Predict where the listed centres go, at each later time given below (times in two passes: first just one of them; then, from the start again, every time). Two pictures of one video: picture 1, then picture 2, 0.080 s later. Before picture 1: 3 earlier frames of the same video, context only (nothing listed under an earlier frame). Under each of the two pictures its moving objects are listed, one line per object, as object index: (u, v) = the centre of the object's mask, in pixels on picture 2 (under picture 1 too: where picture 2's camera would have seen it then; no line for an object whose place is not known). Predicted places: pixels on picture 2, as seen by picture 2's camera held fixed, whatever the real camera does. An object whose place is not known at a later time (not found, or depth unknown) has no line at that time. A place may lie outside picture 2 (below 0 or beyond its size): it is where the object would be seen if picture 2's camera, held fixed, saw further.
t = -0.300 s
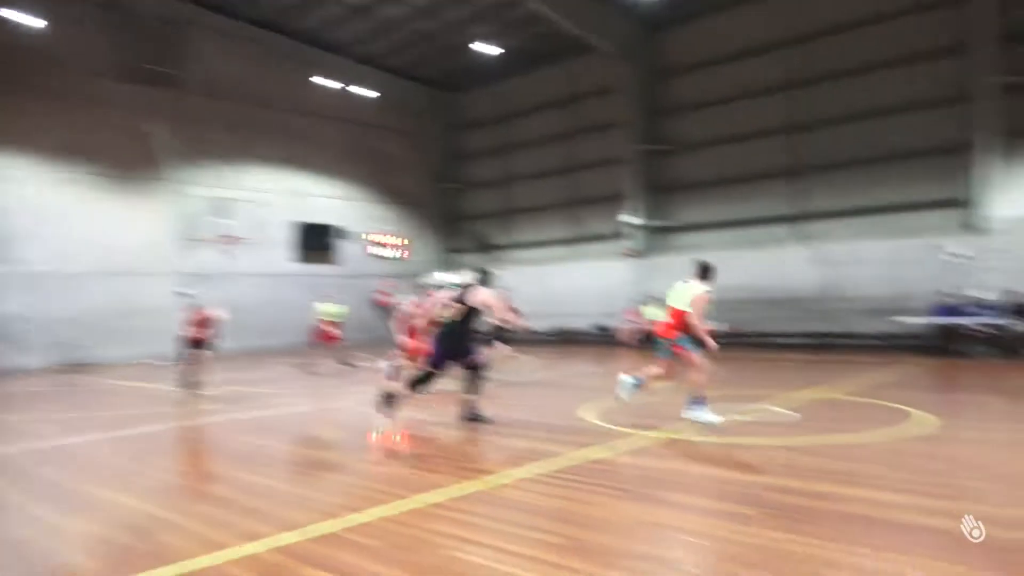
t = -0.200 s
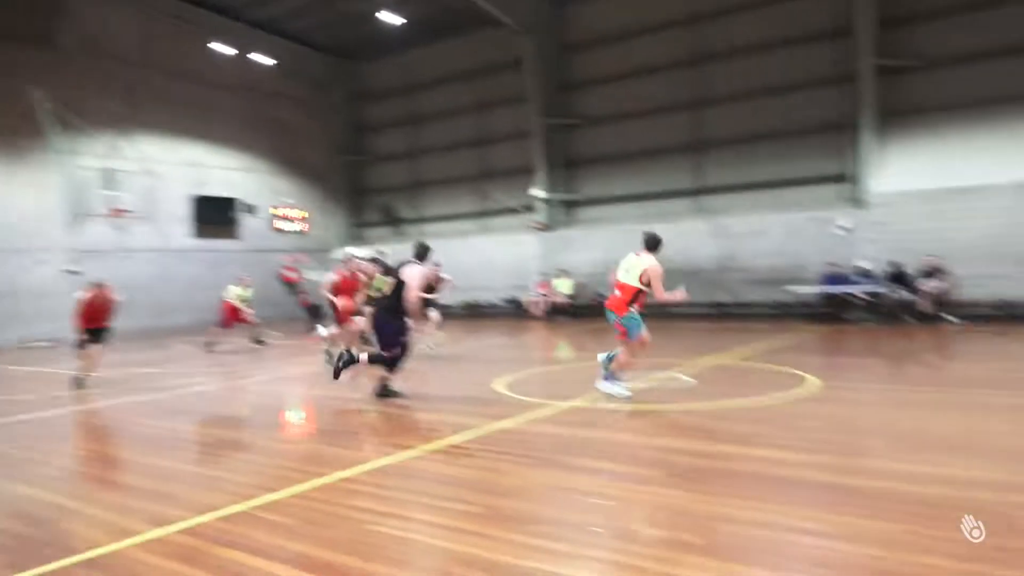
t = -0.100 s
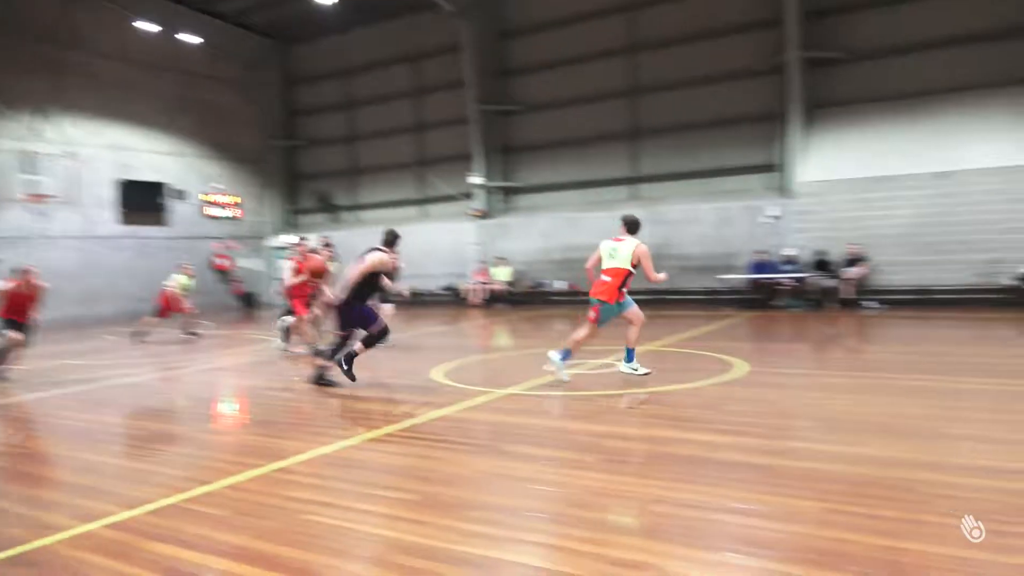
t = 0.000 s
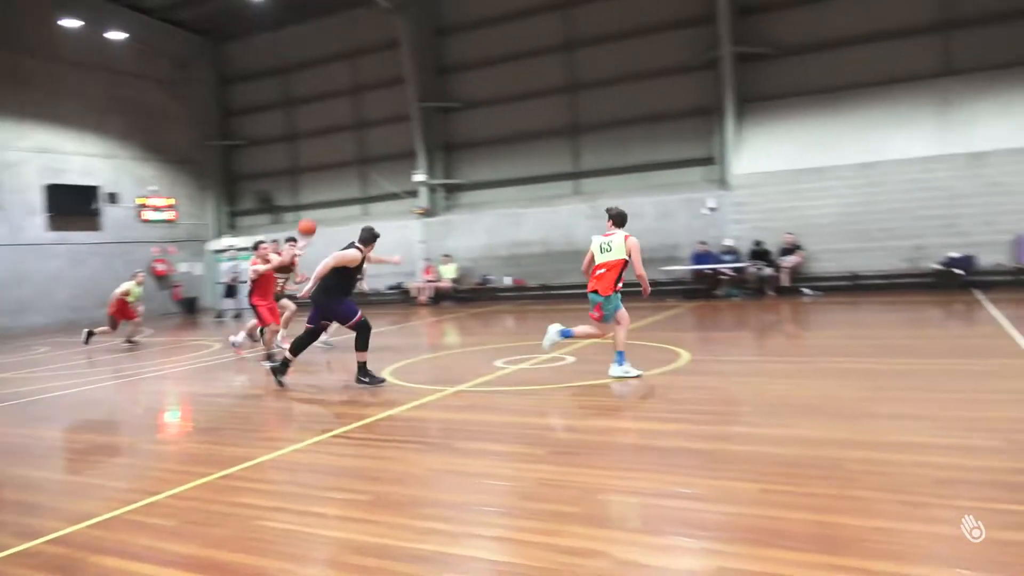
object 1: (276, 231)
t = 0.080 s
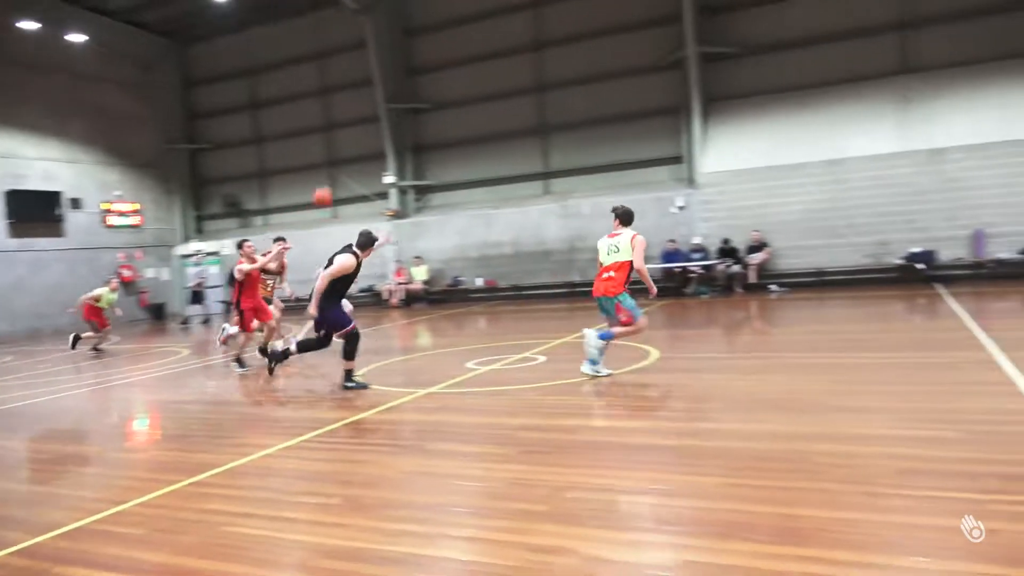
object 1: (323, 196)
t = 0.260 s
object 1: (438, 130)
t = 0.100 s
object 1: (335, 189)
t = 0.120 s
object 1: (346, 181)
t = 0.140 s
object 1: (359, 173)
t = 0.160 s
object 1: (372, 166)
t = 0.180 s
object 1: (384, 159)
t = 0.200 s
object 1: (397, 151)
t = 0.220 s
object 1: (410, 144)
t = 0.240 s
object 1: (424, 137)
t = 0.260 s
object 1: (438, 130)
